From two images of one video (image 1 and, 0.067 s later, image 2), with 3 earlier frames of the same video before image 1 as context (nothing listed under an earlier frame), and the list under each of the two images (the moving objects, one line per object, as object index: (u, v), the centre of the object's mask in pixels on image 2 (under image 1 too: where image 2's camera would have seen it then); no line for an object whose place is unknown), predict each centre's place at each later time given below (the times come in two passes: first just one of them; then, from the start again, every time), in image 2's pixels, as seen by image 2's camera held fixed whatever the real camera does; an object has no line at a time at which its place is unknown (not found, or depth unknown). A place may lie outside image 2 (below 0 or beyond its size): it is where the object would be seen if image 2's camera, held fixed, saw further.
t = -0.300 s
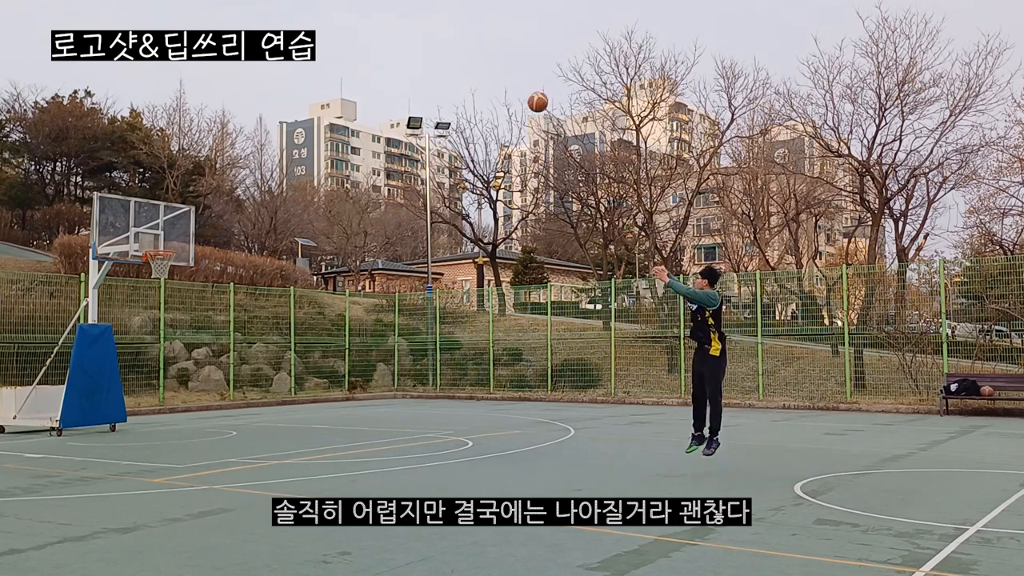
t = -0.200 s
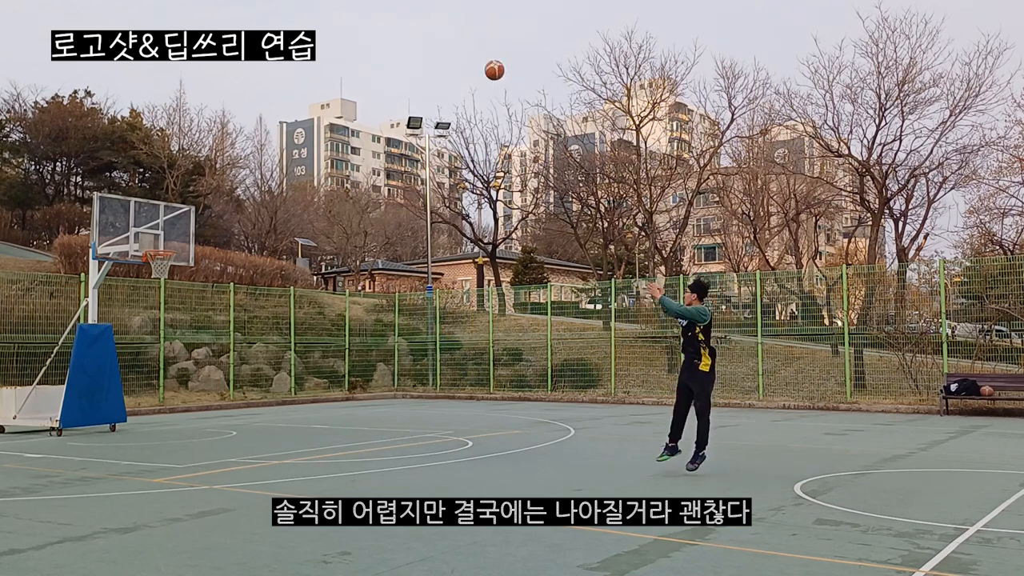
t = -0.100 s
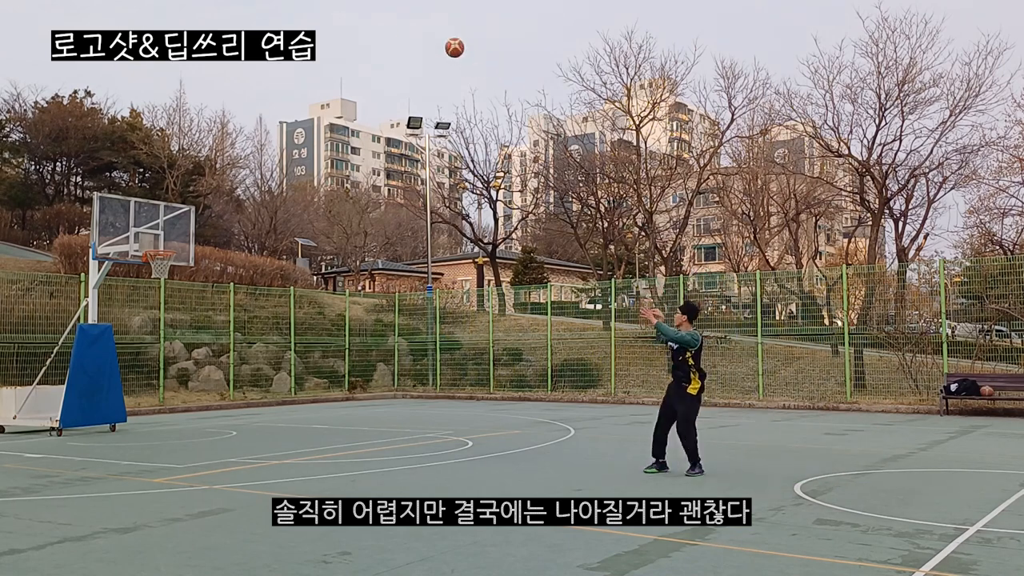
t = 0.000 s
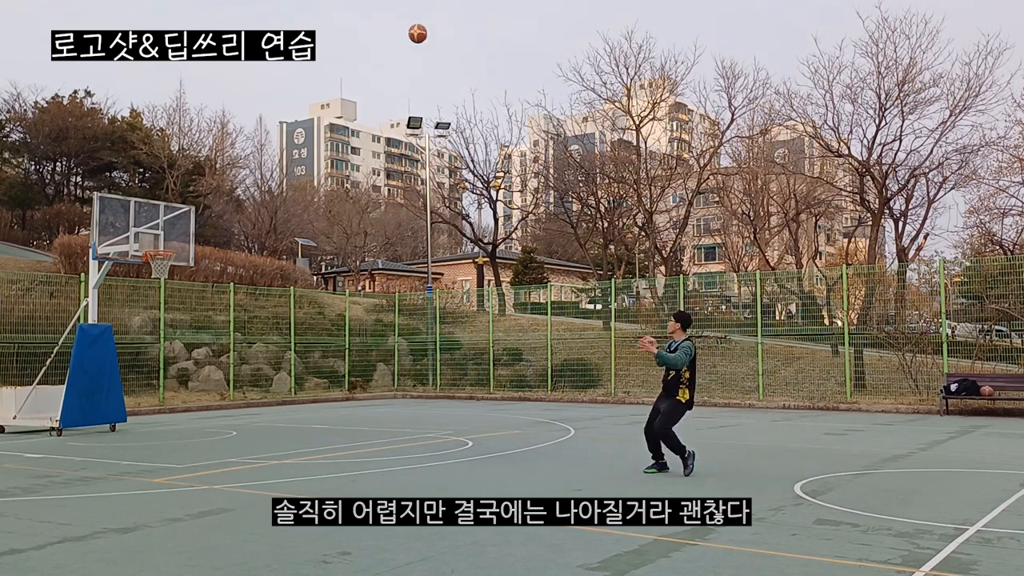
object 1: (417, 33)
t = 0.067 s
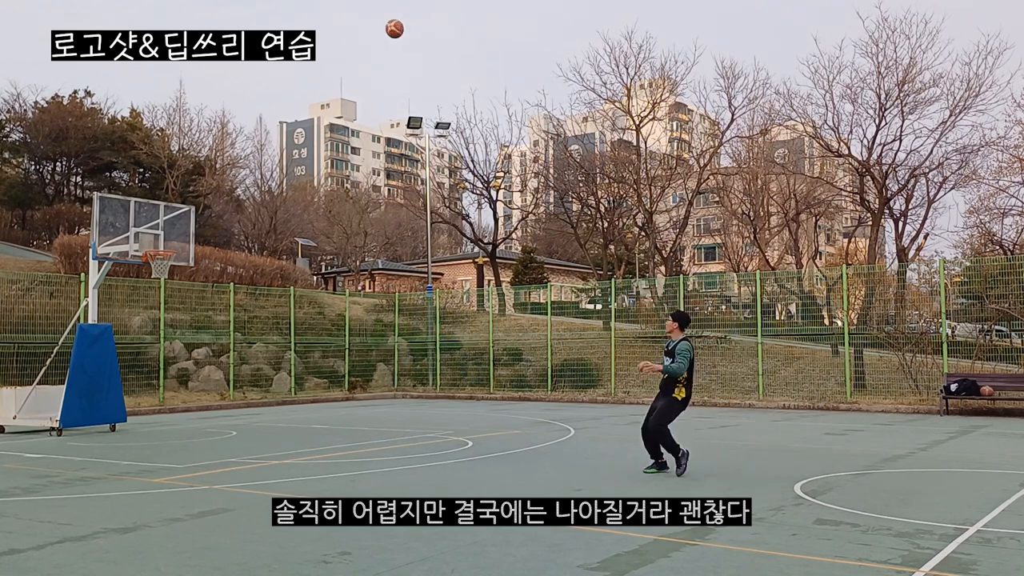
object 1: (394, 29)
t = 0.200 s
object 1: (351, 29)
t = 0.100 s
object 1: (383, 27)
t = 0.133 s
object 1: (372, 27)
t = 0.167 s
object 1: (361, 28)
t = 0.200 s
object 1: (351, 29)
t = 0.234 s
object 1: (341, 31)
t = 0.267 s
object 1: (330, 34)
